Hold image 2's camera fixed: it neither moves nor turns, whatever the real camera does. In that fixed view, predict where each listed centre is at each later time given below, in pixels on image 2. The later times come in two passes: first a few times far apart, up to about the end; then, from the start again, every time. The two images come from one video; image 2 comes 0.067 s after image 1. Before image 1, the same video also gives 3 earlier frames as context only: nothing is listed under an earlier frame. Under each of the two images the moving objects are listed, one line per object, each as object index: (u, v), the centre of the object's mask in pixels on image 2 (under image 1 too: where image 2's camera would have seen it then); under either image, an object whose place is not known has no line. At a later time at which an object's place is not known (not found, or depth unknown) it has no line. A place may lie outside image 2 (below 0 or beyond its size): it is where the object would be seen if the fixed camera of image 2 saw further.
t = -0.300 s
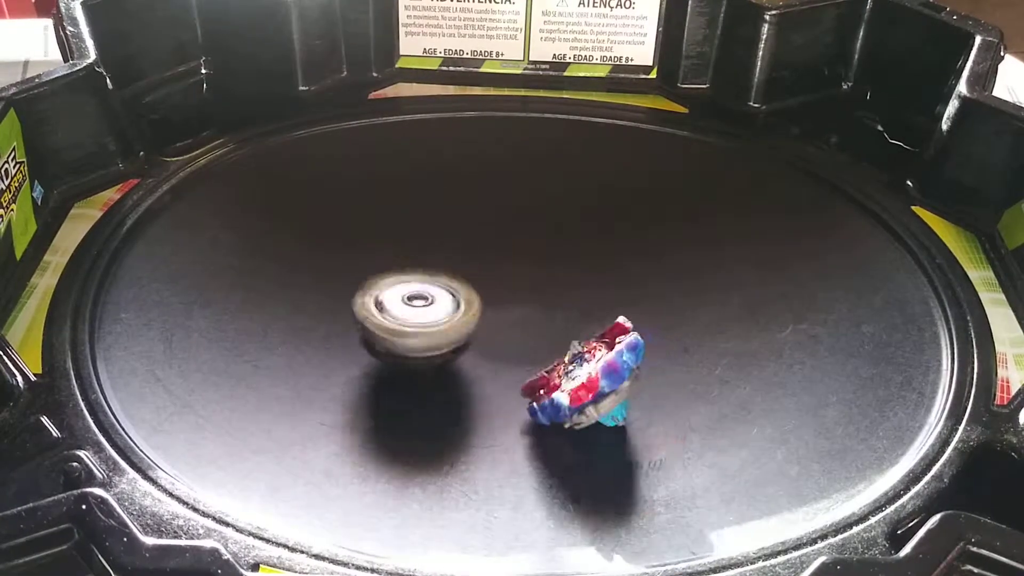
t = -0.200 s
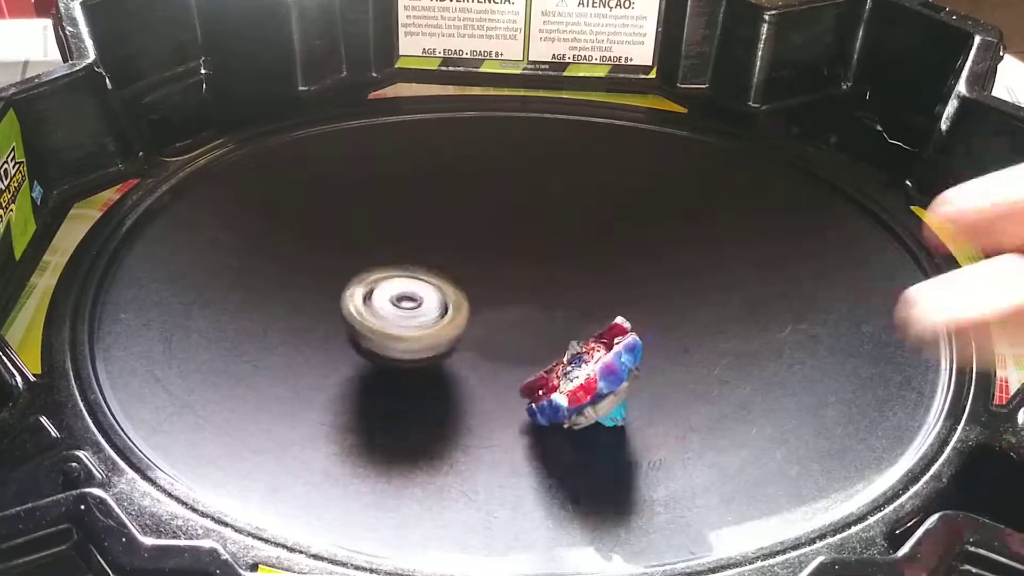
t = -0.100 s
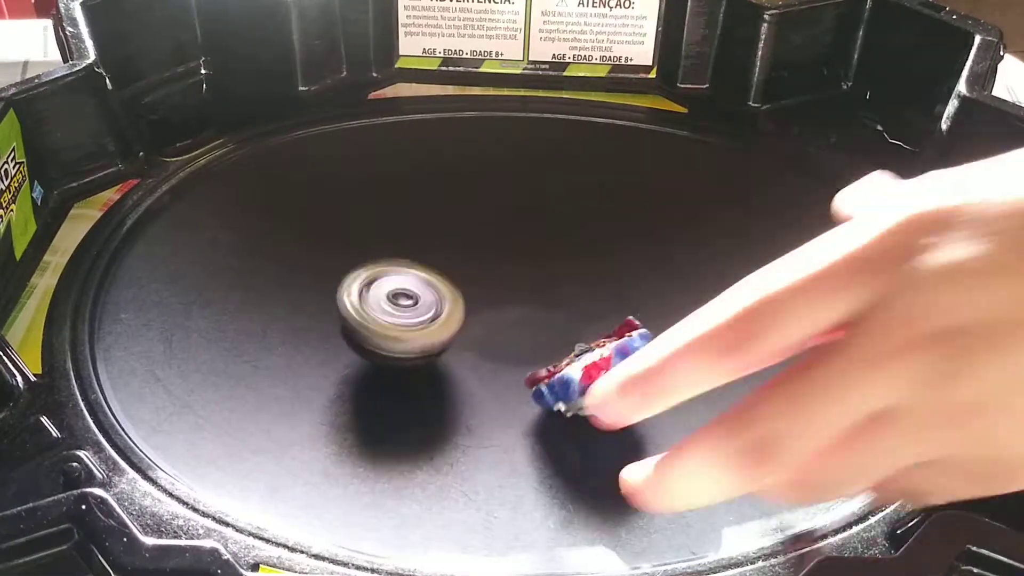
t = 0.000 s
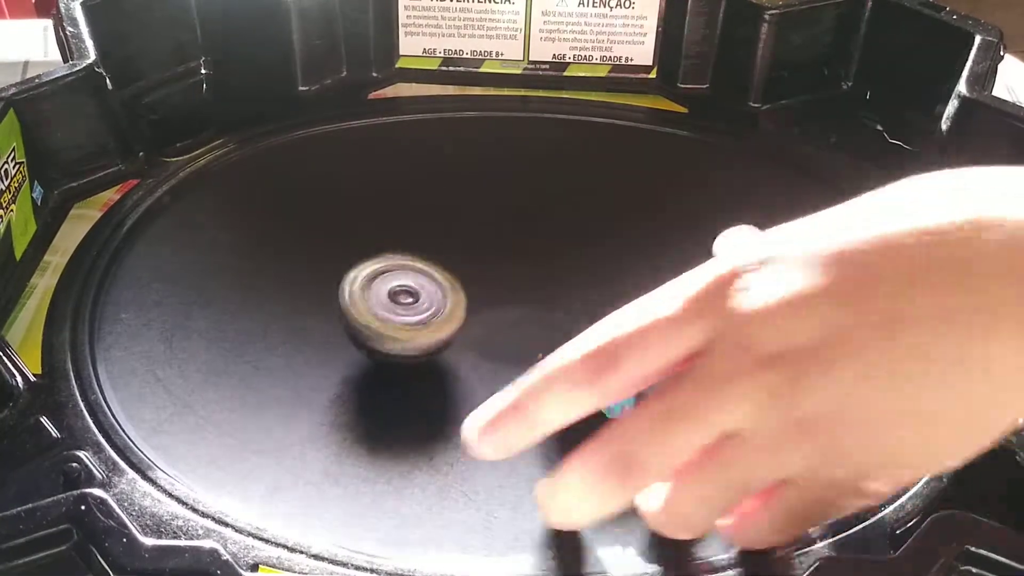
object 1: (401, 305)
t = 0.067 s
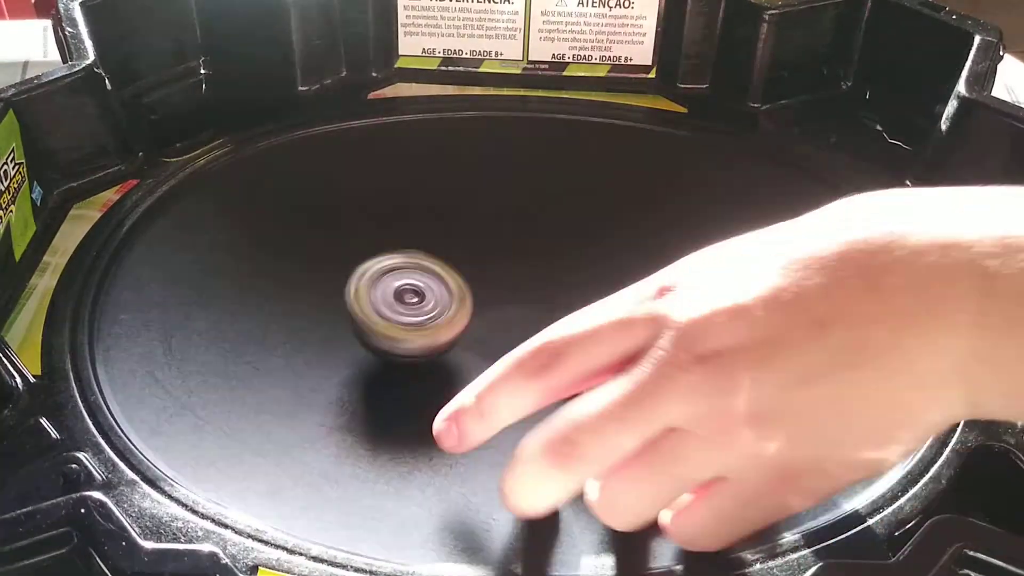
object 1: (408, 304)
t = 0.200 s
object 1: (427, 304)
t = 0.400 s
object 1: (461, 316)
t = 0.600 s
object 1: (484, 338)
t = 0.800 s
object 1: (486, 358)
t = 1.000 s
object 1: (479, 360)
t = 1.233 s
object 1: (487, 339)
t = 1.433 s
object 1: (514, 325)
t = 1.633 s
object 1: (541, 327)
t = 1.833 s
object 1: (561, 340)
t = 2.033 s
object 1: (557, 348)
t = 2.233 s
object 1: (542, 338)
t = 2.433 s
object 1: (540, 315)
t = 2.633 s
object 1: (553, 301)
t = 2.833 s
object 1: (576, 304)
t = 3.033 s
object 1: (584, 311)
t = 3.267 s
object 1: (566, 315)
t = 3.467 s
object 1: (542, 302)
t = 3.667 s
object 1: (535, 285)
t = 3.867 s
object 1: (548, 276)
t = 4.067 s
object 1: (565, 281)
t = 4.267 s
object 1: (564, 295)
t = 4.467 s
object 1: (545, 305)
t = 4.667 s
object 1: (516, 301)
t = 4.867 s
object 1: (504, 286)
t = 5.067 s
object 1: (510, 273)
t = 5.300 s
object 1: (528, 273)
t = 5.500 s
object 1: (532, 287)
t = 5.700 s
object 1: (518, 297)
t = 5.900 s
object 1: (492, 296)
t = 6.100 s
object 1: (476, 283)
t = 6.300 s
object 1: (474, 272)
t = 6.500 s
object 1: (482, 275)
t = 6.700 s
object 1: (482, 286)
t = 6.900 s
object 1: (466, 294)
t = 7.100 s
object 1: (447, 294)
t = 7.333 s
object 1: (445, 291)
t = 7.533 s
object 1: (461, 295)
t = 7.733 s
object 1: (465, 306)
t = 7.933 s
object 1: (456, 317)
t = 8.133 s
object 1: (450, 316)
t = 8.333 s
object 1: (461, 313)
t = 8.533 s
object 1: (477, 312)
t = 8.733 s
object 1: (486, 322)
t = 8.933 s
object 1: (484, 334)
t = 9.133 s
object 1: (481, 329)
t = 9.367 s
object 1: (497, 322)
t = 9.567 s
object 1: (508, 321)
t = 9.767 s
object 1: (516, 330)
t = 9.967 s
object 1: (514, 334)
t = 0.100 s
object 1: (413, 303)
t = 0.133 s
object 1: (417, 302)
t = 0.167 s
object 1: (422, 304)
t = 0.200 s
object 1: (427, 304)
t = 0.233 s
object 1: (433, 305)
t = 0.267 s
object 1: (438, 306)
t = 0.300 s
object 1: (445, 309)
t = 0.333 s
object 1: (450, 311)
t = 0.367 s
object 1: (457, 313)
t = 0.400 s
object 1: (461, 316)
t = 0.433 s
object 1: (466, 320)
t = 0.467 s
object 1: (470, 322)
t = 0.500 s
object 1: (475, 326)
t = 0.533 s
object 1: (478, 330)
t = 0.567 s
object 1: (481, 334)
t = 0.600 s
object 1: (484, 338)
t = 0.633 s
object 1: (485, 341)
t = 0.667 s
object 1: (487, 346)
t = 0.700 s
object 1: (488, 349)
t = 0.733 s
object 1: (488, 353)
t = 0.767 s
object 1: (487, 354)
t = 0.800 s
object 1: (486, 358)
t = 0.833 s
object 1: (485, 360)
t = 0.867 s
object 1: (483, 361)
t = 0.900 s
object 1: (481, 361)
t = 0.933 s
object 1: (480, 361)
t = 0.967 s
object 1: (478, 360)
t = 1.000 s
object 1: (479, 360)
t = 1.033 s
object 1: (477, 357)
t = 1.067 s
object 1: (478, 355)
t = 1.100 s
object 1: (478, 352)
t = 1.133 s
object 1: (480, 349)
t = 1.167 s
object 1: (481, 346)
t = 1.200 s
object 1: (484, 343)
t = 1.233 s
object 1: (487, 339)
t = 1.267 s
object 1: (492, 337)
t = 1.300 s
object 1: (495, 334)
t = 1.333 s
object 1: (500, 331)
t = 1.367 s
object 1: (505, 329)
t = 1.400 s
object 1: (510, 327)
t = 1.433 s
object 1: (514, 325)
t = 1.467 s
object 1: (519, 324)
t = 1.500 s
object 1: (523, 323)
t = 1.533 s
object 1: (528, 323)
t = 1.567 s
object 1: (532, 324)
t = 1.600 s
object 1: (538, 325)
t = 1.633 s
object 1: (541, 327)
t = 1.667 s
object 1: (546, 330)
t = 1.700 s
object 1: (550, 331)
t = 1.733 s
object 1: (555, 334)
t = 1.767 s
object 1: (557, 335)
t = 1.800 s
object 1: (560, 338)
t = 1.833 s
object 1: (561, 340)
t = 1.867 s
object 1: (562, 342)
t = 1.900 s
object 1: (563, 344)
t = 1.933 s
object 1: (562, 346)
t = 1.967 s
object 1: (561, 347)
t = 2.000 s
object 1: (559, 349)
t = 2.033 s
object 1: (557, 348)
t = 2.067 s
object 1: (554, 348)
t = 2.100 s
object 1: (551, 347)
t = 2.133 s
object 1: (549, 346)
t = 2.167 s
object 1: (546, 344)
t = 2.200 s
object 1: (544, 341)
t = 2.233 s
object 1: (542, 338)
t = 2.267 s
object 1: (541, 335)
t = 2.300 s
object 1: (541, 330)
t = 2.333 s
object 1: (541, 326)
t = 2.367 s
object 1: (540, 322)
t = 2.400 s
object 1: (541, 320)
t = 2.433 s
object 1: (540, 315)
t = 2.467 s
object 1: (540, 312)
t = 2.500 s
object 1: (542, 309)
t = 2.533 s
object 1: (544, 306)
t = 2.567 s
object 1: (547, 304)
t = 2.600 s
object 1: (550, 302)
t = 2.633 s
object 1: (553, 301)
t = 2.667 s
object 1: (557, 300)
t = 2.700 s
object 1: (561, 300)
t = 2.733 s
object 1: (566, 300)
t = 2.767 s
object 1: (570, 301)
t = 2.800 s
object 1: (573, 302)
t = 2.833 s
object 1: (576, 304)
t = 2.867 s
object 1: (579, 306)
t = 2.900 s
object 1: (581, 306)
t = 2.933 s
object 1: (583, 308)
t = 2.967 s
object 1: (585, 309)
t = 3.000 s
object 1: (585, 310)
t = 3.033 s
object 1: (584, 311)
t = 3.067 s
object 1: (584, 312)
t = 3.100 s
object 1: (582, 316)
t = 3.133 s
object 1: (580, 315)
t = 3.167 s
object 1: (576, 316)
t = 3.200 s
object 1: (574, 315)
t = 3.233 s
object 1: (570, 314)
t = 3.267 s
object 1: (566, 315)
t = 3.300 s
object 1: (561, 314)
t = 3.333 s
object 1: (559, 311)
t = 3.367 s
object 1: (554, 310)
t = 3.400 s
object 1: (549, 308)
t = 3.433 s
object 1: (546, 305)
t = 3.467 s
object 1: (542, 302)
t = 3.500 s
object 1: (539, 300)
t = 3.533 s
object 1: (537, 296)
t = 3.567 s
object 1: (536, 294)
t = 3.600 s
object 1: (535, 291)
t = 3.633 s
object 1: (535, 288)
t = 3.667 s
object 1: (535, 285)
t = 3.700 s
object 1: (537, 283)
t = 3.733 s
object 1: (538, 281)
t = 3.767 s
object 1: (540, 280)
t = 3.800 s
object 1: (542, 278)
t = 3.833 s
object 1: (546, 277)
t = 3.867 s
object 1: (548, 276)
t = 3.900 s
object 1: (552, 276)
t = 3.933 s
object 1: (555, 277)
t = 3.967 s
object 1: (559, 278)
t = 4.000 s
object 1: (561, 279)
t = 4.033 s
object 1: (562, 279)
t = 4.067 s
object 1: (565, 281)
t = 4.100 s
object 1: (567, 282)
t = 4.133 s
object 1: (567, 285)
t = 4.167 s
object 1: (567, 287)
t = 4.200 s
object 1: (568, 290)
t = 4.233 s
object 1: (566, 292)
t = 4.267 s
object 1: (564, 295)
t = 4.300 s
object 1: (562, 296)
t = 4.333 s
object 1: (560, 299)
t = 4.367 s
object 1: (556, 301)
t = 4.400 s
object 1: (552, 303)
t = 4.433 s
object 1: (548, 304)
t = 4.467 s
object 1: (545, 305)
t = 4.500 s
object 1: (539, 306)
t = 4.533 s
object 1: (535, 306)
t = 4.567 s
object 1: (530, 305)
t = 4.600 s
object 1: (525, 304)
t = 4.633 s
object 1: (521, 304)
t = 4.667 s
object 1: (516, 301)
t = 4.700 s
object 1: (514, 298)
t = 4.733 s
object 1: (510, 296)
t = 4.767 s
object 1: (508, 293)
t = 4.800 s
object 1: (505, 292)
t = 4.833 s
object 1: (505, 288)
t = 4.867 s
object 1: (504, 286)
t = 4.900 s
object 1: (504, 283)
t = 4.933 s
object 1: (503, 281)
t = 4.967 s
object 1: (505, 278)
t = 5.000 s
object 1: (506, 276)
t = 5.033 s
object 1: (508, 274)
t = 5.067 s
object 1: (510, 273)
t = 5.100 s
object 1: (512, 271)
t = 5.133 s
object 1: (515, 272)
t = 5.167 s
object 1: (518, 271)
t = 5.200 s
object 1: (521, 271)
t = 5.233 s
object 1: (523, 272)
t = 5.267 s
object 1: (526, 273)
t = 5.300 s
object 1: (528, 273)
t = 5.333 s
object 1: (530, 275)
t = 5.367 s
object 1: (532, 278)
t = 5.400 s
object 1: (532, 279)
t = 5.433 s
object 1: (533, 281)
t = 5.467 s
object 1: (533, 283)
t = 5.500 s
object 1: (532, 287)
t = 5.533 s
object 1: (531, 288)
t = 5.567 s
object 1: (529, 290)
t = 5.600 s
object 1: (527, 292)
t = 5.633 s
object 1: (524, 294)
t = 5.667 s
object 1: (520, 296)
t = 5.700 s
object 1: (518, 297)
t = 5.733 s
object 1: (513, 298)
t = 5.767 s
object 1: (509, 298)
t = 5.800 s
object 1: (505, 298)
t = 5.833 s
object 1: (500, 298)
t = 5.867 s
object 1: (497, 297)
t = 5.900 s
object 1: (492, 296)
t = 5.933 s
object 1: (489, 294)
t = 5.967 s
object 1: (485, 293)
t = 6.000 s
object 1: (483, 291)
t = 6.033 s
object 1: (479, 288)
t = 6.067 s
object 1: (478, 286)
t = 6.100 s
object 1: (476, 283)
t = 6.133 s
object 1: (475, 281)
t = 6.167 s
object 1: (474, 279)
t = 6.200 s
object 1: (474, 276)
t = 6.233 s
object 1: (474, 275)
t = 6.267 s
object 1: (473, 273)
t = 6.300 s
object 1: (474, 272)
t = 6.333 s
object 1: (474, 271)
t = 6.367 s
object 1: (477, 272)
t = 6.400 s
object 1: (477, 273)
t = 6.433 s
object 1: (477, 273)
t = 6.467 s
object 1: (480, 274)
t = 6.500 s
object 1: (482, 275)
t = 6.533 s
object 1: (483, 277)
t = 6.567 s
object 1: (483, 278)
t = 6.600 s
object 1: (484, 279)
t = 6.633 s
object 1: (485, 282)
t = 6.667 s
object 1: (484, 284)
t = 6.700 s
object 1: (482, 286)
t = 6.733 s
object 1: (481, 287)
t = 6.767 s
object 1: (480, 290)
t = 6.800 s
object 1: (476, 291)
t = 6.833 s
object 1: (473, 293)
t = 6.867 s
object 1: (469, 294)
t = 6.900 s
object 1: (466, 294)
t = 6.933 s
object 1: (461, 295)
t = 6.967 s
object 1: (458, 294)
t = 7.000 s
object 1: (456, 296)
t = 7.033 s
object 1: (452, 295)
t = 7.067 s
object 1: (450, 295)
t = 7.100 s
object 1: (447, 294)
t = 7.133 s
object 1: (446, 294)
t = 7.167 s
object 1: (444, 293)
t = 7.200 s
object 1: (443, 292)
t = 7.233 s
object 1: (442, 292)
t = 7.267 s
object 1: (444, 290)
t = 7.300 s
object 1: (446, 291)
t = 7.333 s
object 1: (445, 291)
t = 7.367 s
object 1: (449, 290)
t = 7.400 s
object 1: (451, 291)
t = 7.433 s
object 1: (455, 293)
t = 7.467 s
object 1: (456, 294)
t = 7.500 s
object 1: (457, 295)
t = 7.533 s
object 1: (461, 295)
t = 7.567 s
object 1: (464, 296)
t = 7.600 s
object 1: (465, 299)
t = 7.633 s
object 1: (465, 300)
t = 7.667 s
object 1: (465, 302)
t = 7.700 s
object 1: (466, 304)
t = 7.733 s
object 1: (465, 306)
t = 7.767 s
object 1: (463, 309)
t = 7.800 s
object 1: (461, 309)
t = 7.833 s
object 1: (462, 311)
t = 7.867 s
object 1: (461, 314)
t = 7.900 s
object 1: (458, 316)
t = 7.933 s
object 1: (456, 317)
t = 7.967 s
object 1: (455, 317)
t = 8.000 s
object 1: (455, 318)
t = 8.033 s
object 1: (452, 317)
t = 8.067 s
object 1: (450, 318)
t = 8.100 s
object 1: (448, 317)
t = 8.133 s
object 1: (450, 316)
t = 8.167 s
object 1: (451, 316)
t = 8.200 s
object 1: (450, 315)
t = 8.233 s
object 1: (452, 313)
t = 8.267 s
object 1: (455, 312)
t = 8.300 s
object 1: (459, 313)
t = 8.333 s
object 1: (461, 313)
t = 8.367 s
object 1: (462, 312)
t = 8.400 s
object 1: (467, 311)
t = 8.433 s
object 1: (472, 312)
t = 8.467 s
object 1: (473, 312)
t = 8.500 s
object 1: (474, 312)
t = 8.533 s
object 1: (477, 312)
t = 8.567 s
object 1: (481, 314)
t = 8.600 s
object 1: (482, 316)
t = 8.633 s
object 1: (483, 319)
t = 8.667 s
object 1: (483, 319)
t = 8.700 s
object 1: (484, 321)
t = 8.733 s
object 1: (486, 322)
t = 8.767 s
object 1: (486, 327)
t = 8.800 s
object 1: (486, 327)
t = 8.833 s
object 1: (486, 328)
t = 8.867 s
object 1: (486, 329)
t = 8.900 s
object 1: (485, 331)
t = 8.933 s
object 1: (484, 334)
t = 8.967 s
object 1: (481, 334)
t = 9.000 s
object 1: (481, 334)
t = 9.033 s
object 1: (483, 335)
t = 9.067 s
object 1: (482, 333)
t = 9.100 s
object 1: (481, 330)
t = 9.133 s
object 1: (481, 329)
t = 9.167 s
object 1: (485, 326)
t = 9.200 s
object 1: (487, 327)
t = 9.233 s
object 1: (486, 326)
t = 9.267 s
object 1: (489, 322)
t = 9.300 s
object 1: (492, 322)
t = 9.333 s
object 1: (496, 321)
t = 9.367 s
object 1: (497, 322)
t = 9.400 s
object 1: (497, 321)
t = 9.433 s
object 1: (500, 317)
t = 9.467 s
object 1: (504, 318)
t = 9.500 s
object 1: (508, 320)
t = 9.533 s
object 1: (509, 321)
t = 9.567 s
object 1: (508, 321)
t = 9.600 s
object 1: (511, 322)
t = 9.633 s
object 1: (513, 324)
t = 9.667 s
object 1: (514, 327)
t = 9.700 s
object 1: (512, 329)
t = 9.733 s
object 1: (513, 328)
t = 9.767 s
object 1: (516, 330)
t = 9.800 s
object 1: (516, 330)
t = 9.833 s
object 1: (515, 334)
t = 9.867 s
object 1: (513, 334)
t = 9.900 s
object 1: (514, 334)
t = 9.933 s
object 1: (516, 336)
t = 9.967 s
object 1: (514, 334)
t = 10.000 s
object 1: (512, 332)
